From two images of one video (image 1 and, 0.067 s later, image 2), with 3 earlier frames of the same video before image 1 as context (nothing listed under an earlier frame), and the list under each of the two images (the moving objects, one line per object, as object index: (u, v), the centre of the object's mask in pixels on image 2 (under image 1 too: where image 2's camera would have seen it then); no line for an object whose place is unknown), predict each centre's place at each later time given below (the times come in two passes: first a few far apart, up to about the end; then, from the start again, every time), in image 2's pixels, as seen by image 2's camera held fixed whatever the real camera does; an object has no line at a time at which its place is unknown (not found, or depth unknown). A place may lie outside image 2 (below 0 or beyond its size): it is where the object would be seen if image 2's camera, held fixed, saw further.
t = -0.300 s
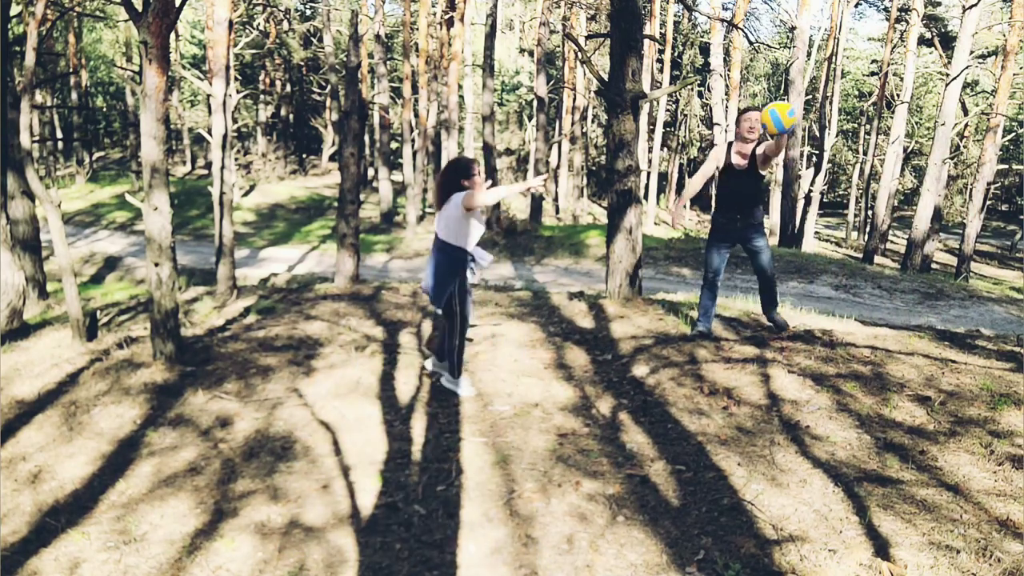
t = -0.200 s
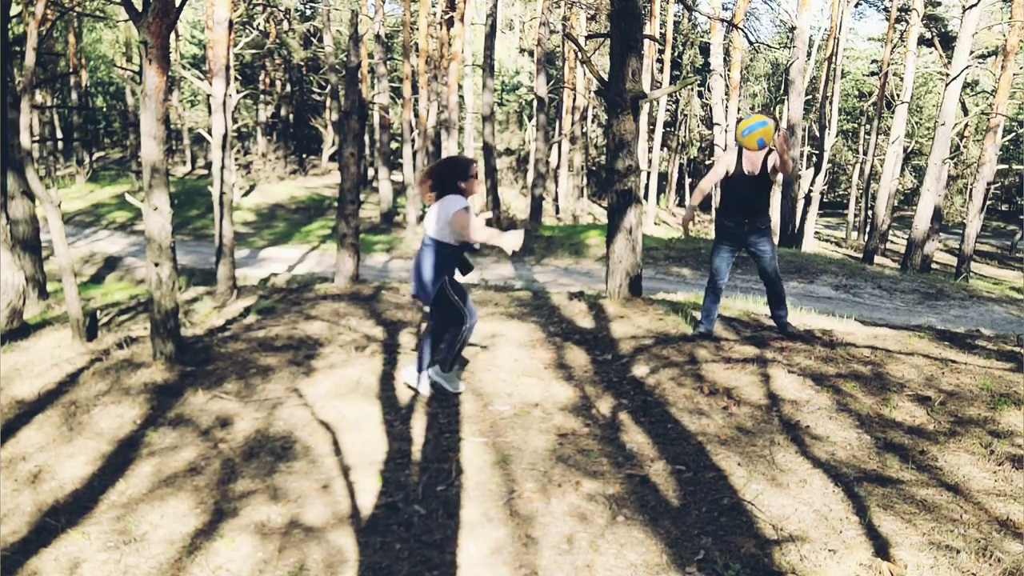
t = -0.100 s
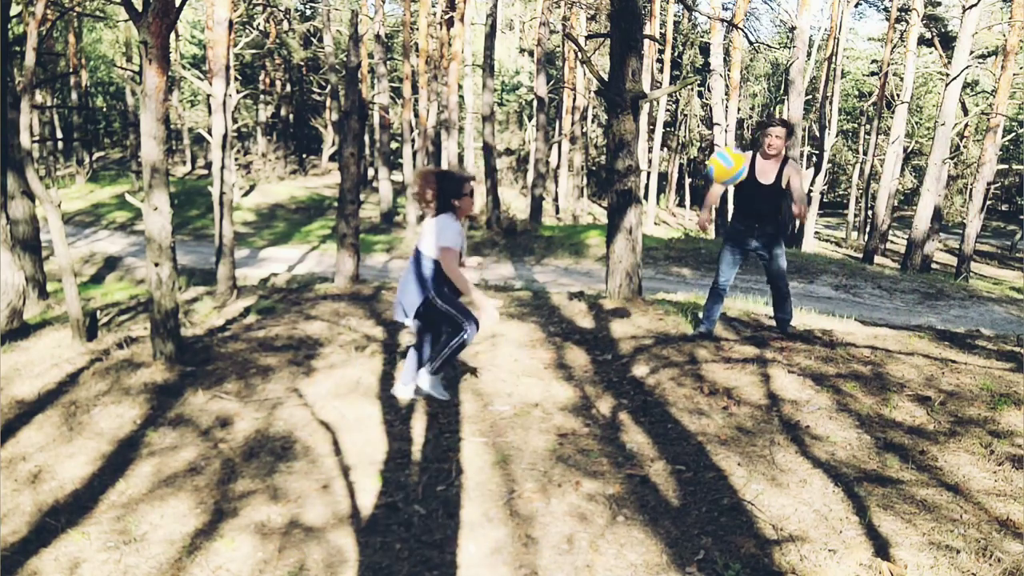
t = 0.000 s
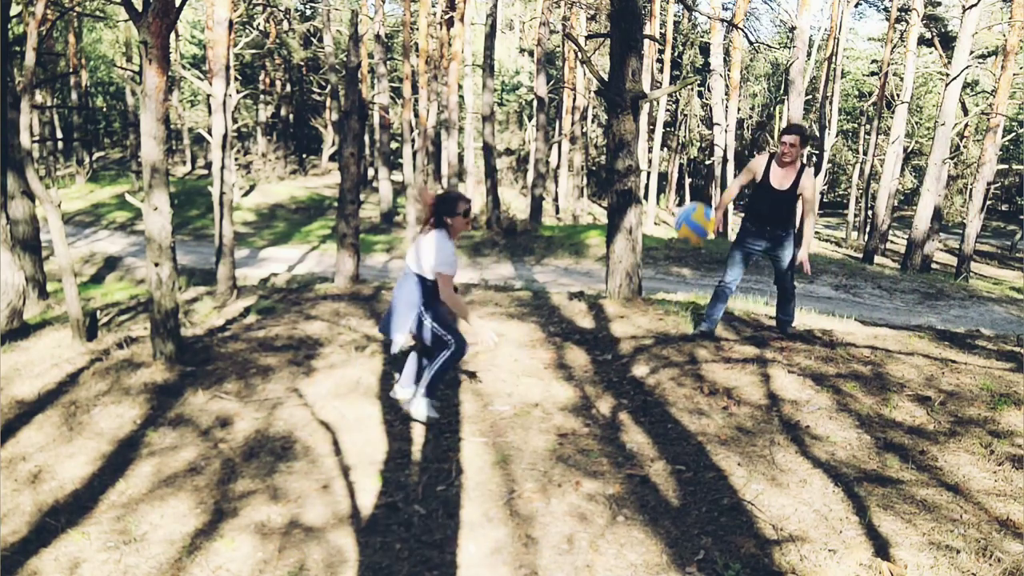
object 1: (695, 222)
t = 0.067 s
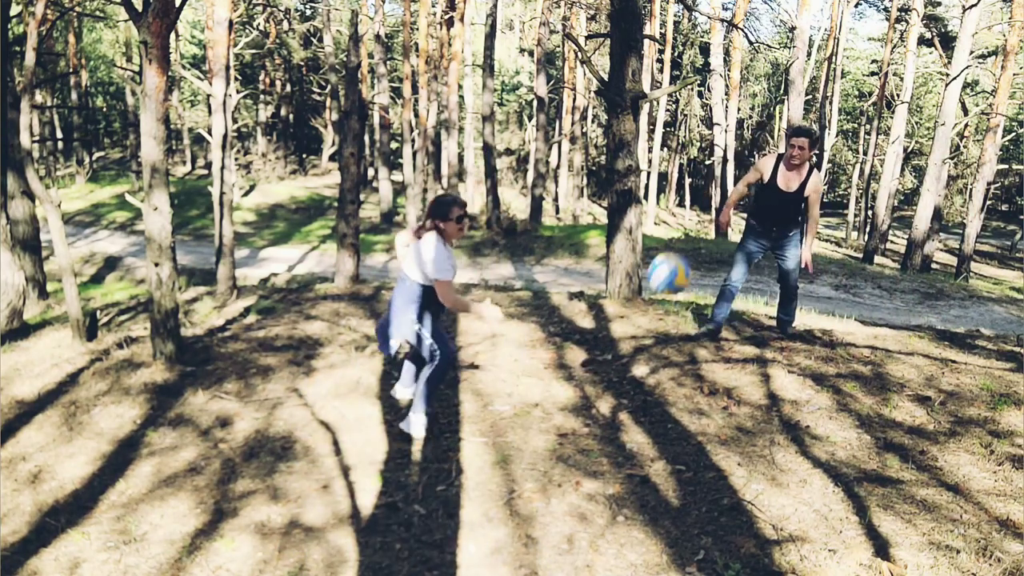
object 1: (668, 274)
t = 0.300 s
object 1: (583, 460)
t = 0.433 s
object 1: (561, 398)
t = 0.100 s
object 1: (655, 304)
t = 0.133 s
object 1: (642, 338)
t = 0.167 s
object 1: (627, 375)
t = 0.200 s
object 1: (613, 414)
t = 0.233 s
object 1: (599, 459)
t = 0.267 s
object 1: (588, 479)
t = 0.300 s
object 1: (583, 460)
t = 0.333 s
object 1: (578, 442)
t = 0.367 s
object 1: (572, 425)
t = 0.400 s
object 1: (567, 411)
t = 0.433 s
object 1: (561, 398)
